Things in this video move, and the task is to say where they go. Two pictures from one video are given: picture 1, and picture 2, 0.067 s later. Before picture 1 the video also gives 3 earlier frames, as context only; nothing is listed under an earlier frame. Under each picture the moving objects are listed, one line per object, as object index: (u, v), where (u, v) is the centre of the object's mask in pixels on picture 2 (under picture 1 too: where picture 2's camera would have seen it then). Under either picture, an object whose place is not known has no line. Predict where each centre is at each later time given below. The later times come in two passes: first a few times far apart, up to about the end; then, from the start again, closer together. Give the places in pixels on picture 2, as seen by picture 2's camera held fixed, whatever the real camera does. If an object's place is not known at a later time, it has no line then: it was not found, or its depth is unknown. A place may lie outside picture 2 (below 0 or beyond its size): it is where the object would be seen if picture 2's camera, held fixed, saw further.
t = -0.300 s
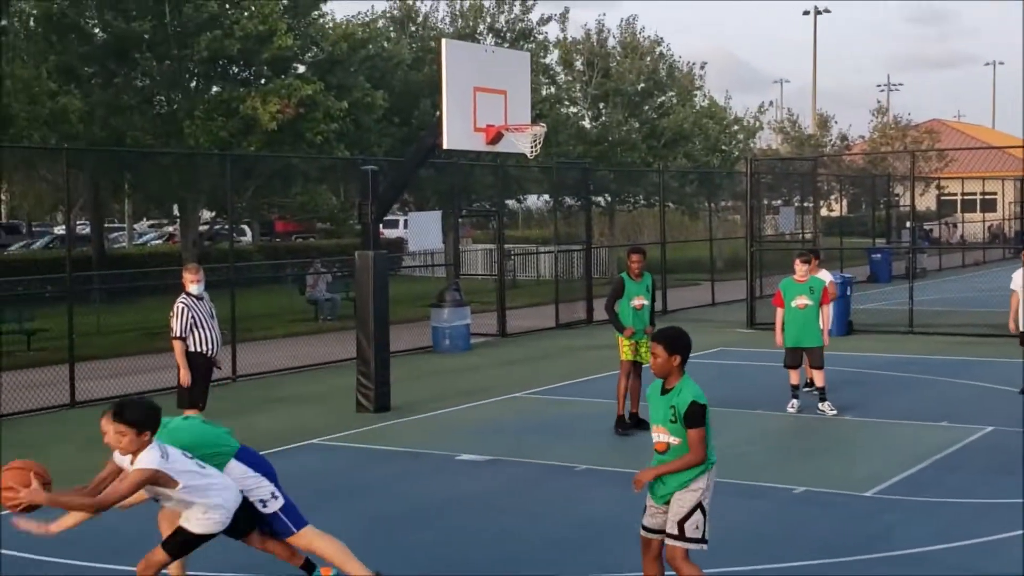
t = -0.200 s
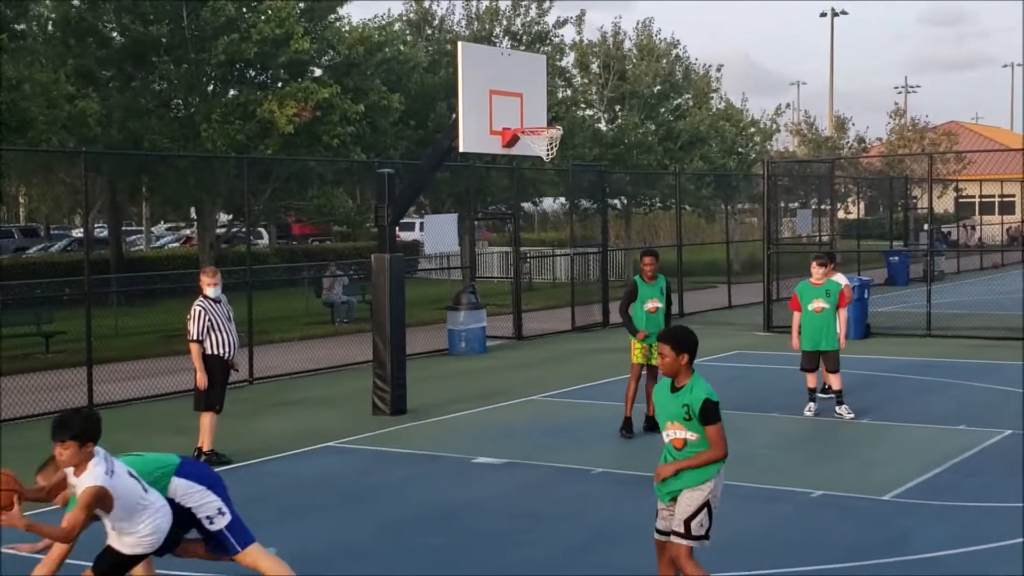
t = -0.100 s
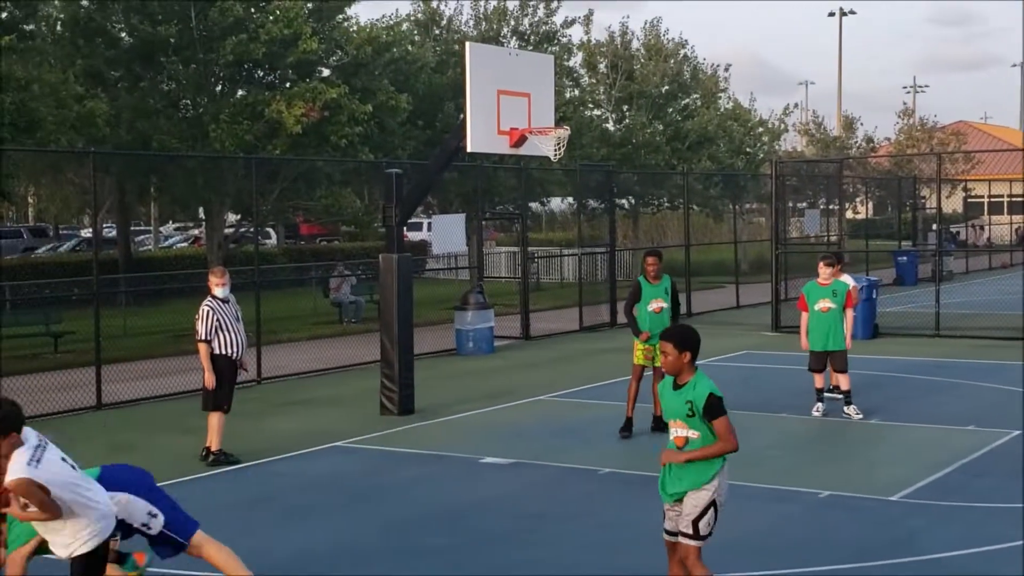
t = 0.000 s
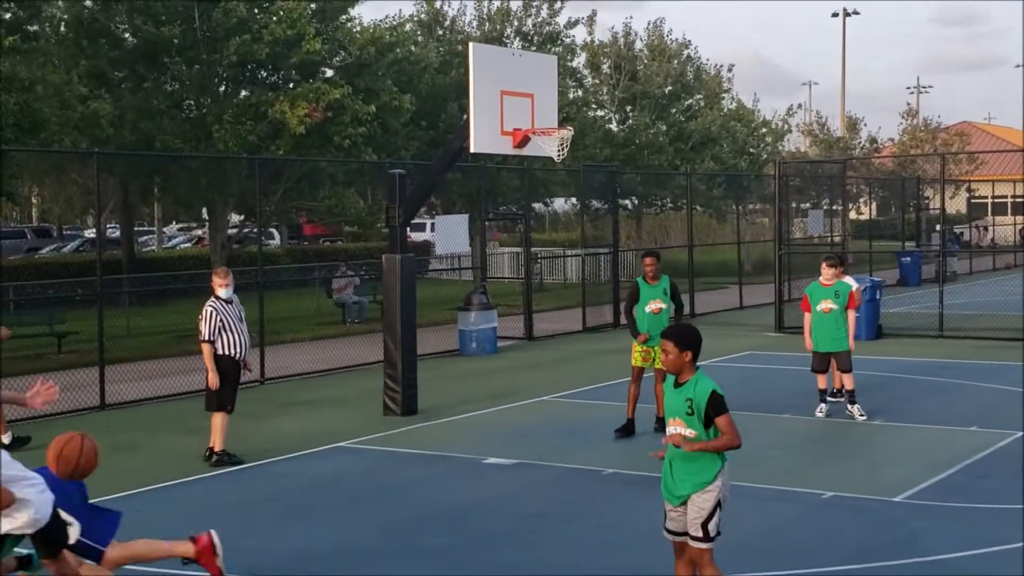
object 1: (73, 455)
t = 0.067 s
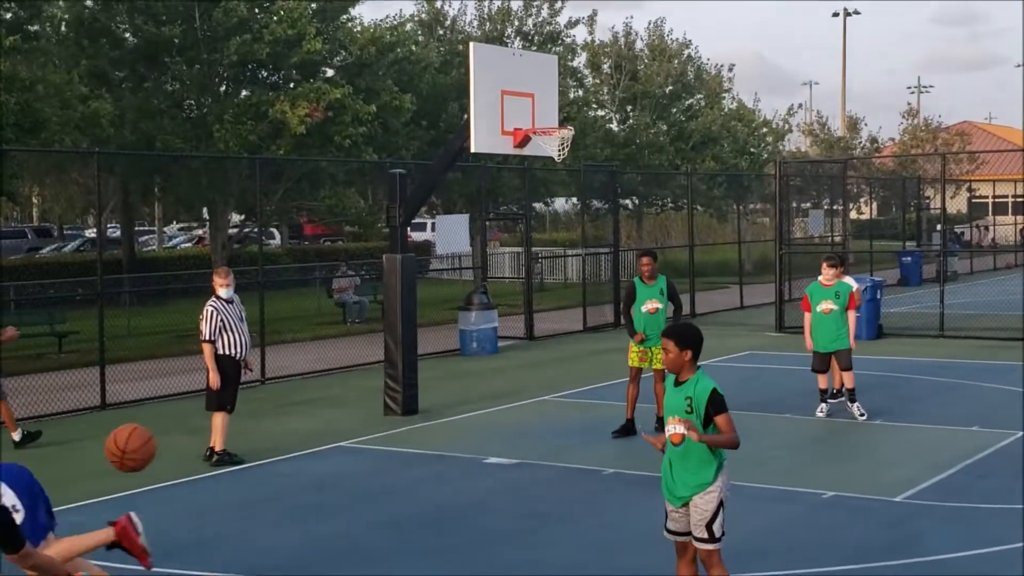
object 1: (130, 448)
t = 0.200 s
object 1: (238, 458)
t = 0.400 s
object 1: (385, 531)
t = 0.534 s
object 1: (466, 569)
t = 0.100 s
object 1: (158, 447)
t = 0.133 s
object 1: (184, 449)
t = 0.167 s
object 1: (212, 453)
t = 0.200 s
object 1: (238, 458)
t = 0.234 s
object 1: (263, 466)
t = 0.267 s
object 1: (289, 475)
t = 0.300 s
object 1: (313, 486)
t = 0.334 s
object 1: (338, 500)
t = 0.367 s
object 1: (361, 514)
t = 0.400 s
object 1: (385, 531)
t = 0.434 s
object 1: (408, 549)
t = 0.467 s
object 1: (431, 569)
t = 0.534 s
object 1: (466, 569)
